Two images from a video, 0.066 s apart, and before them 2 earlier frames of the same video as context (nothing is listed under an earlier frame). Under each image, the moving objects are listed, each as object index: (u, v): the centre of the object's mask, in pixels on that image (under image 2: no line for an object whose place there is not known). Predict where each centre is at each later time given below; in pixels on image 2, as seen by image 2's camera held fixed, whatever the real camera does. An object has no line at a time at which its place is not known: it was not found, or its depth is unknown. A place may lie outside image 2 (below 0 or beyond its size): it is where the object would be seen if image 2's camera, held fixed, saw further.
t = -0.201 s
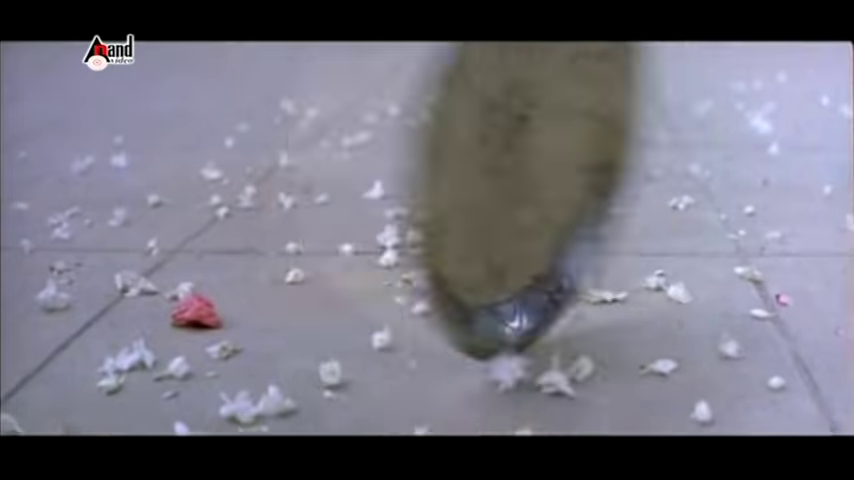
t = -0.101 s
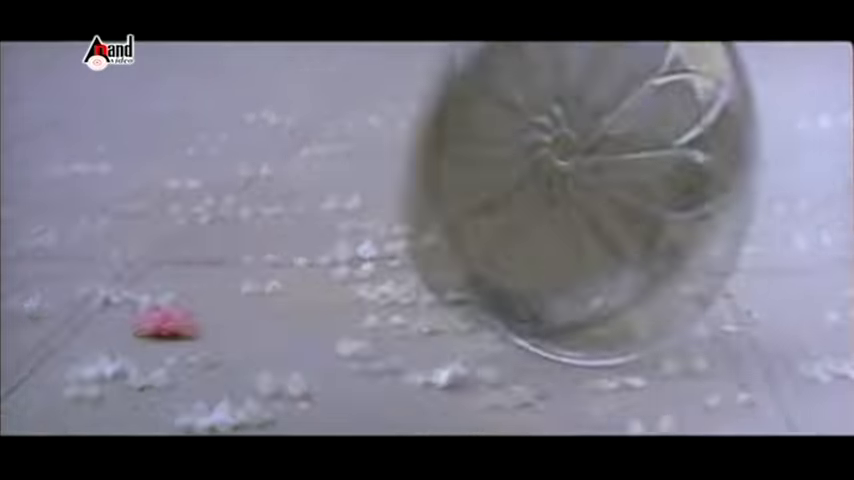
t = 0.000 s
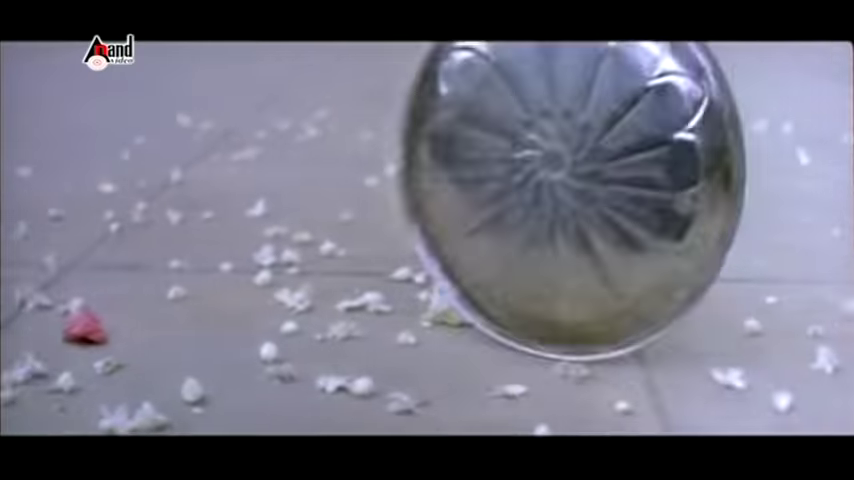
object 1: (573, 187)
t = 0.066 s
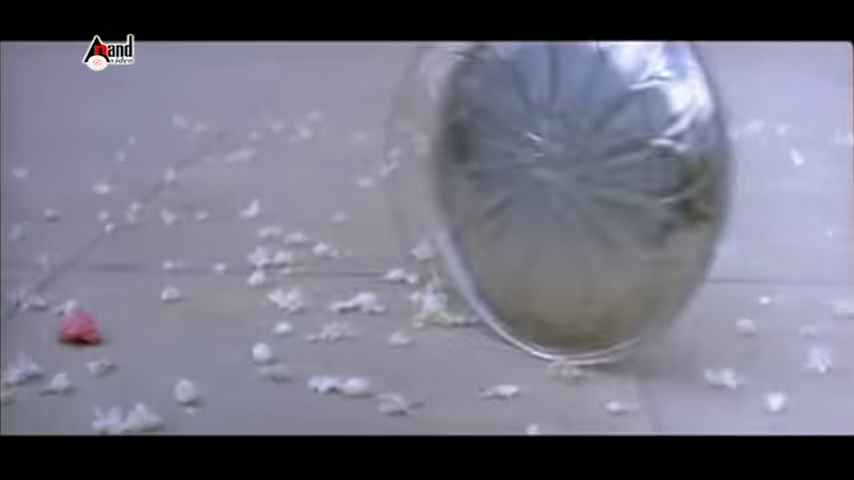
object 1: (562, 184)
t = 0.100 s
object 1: (588, 189)
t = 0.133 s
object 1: (587, 194)
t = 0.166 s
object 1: (576, 184)
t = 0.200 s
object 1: (579, 178)
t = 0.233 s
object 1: (596, 179)
